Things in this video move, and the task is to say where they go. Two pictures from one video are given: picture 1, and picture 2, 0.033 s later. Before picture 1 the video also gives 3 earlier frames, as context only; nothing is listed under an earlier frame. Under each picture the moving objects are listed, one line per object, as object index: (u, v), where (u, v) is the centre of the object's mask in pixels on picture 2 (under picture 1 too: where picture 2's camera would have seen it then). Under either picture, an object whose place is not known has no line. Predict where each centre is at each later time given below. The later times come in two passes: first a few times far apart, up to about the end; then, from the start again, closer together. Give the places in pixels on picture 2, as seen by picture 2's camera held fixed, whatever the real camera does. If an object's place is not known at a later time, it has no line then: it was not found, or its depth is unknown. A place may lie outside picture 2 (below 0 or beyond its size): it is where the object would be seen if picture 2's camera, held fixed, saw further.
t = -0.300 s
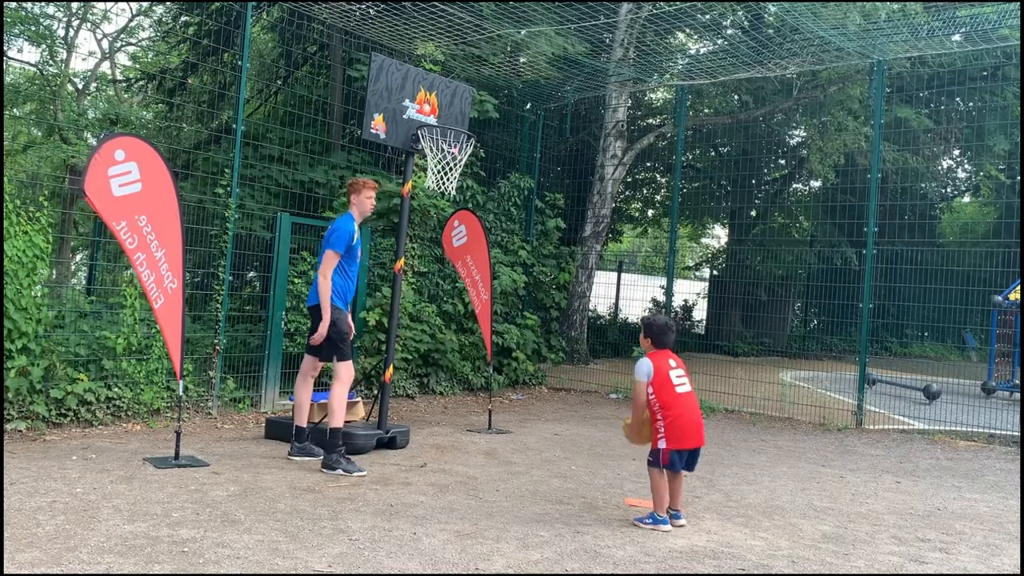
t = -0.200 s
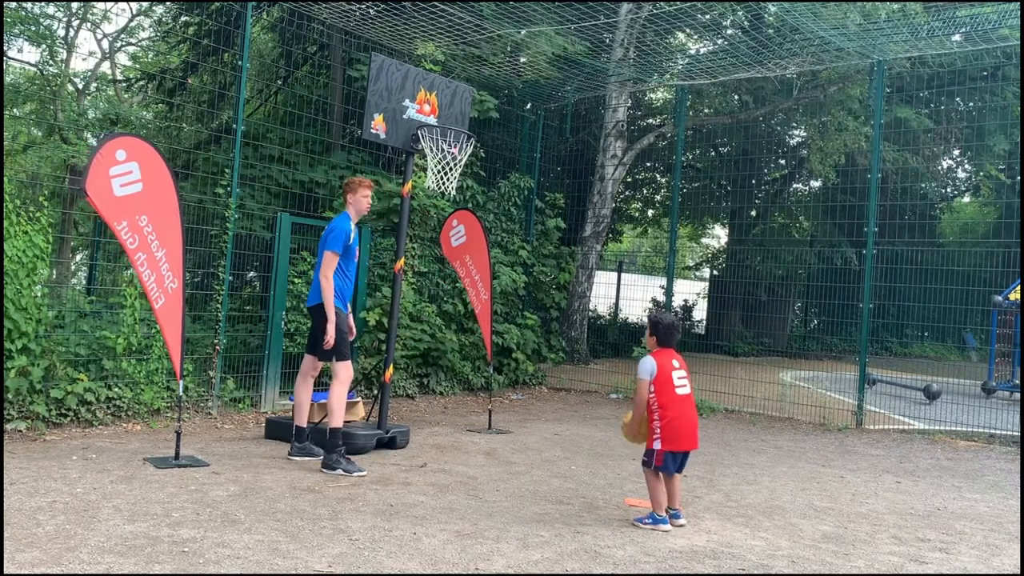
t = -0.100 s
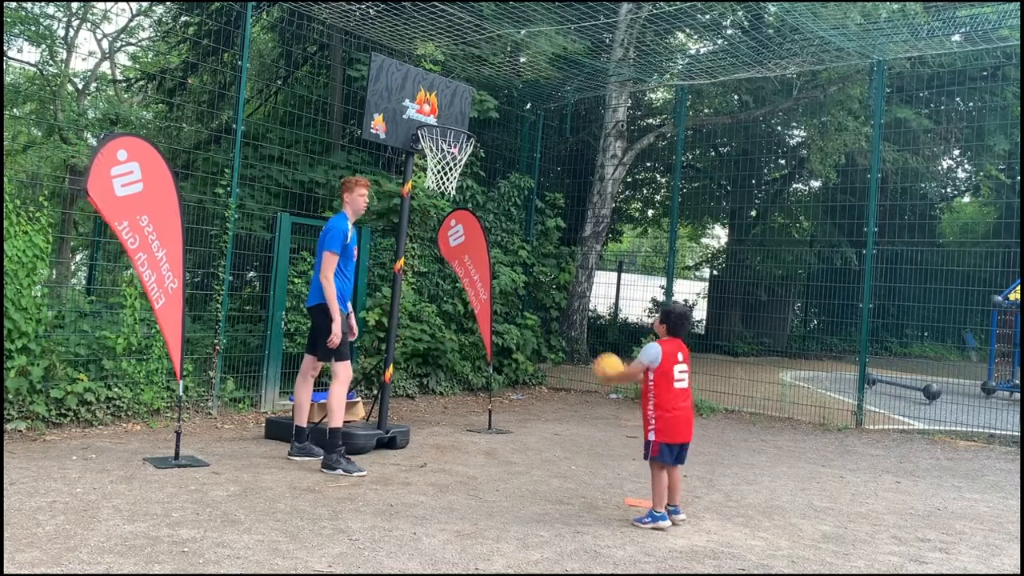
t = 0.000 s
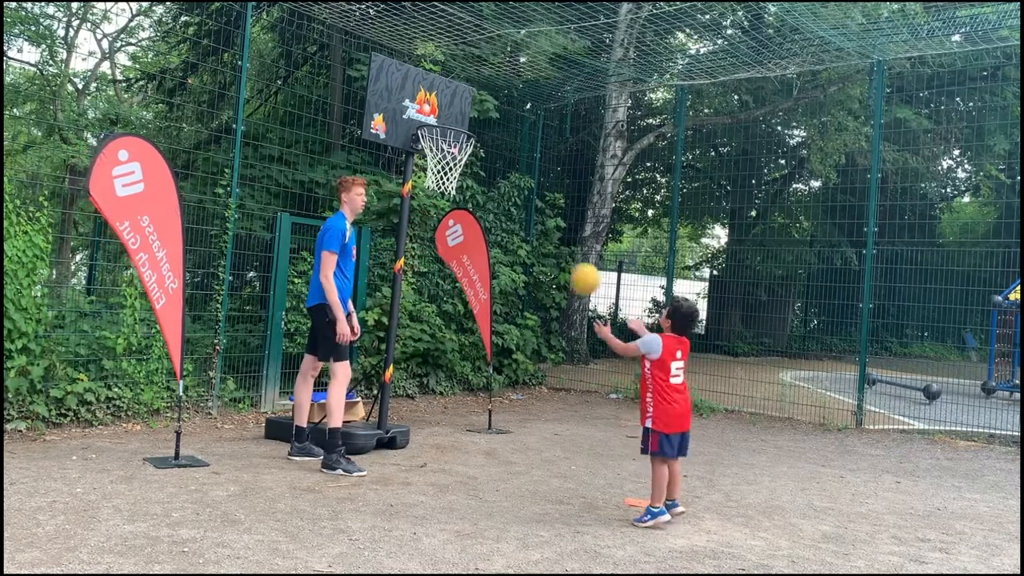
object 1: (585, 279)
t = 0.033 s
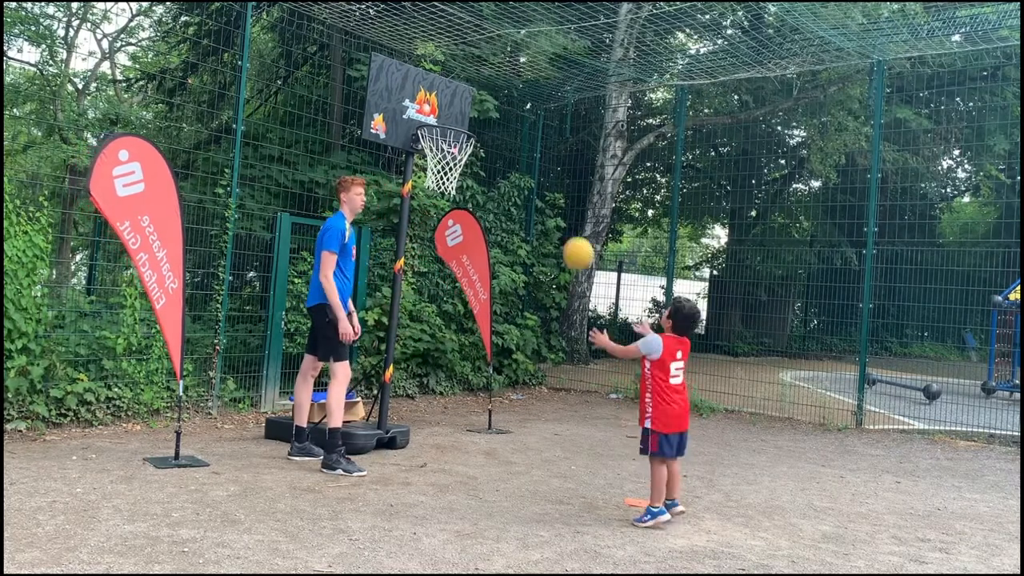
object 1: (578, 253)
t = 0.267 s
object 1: (531, 125)
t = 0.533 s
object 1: (477, 81)
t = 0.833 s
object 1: (434, 112)
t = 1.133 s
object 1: (476, 109)
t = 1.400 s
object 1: (508, 185)
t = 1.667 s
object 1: (531, 333)
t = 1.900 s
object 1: (549, 388)
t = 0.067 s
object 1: (571, 229)
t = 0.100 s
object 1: (564, 207)
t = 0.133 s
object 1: (557, 187)
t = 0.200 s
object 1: (544, 152)
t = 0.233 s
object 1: (537, 138)
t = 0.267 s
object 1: (531, 125)
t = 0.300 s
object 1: (524, 114)
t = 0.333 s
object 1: (517, 105)
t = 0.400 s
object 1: (503, 91)
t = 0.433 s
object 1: (497, 86)
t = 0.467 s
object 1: (490, 83)
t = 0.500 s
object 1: (483, 81)
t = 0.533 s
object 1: (477, 81)
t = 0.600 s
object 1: (463, 84)
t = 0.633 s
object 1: (456, 88)
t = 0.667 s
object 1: (450, 93)
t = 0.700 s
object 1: (444, 100)
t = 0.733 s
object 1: (437, 107)
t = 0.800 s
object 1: (428, 116)
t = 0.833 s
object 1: (434, 112)
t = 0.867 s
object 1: (440, 107)
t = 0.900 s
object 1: (446, 103)
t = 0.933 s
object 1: (451, 101)
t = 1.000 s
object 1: (461, 100)
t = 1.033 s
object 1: (466, 102)
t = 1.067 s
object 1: (471, 105)
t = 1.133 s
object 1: (476, 109)
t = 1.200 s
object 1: (485, 121)
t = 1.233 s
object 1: (489, 129)
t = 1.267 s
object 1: (493, 138)
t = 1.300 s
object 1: (497, 148)
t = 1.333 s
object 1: (501, 159)
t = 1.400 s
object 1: (508, 185)
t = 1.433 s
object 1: (511, 200)
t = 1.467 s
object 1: (515, 215)
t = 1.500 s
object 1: (518, 232)
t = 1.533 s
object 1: (521, 250)
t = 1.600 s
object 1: (526, 289)
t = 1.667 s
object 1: (531, 333)
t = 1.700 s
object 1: (534, 356)
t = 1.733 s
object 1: (535, 380)
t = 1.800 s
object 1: (539, 432)
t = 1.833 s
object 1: (542, 428)
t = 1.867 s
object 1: (546, 406)
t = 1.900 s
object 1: (549, 388)
